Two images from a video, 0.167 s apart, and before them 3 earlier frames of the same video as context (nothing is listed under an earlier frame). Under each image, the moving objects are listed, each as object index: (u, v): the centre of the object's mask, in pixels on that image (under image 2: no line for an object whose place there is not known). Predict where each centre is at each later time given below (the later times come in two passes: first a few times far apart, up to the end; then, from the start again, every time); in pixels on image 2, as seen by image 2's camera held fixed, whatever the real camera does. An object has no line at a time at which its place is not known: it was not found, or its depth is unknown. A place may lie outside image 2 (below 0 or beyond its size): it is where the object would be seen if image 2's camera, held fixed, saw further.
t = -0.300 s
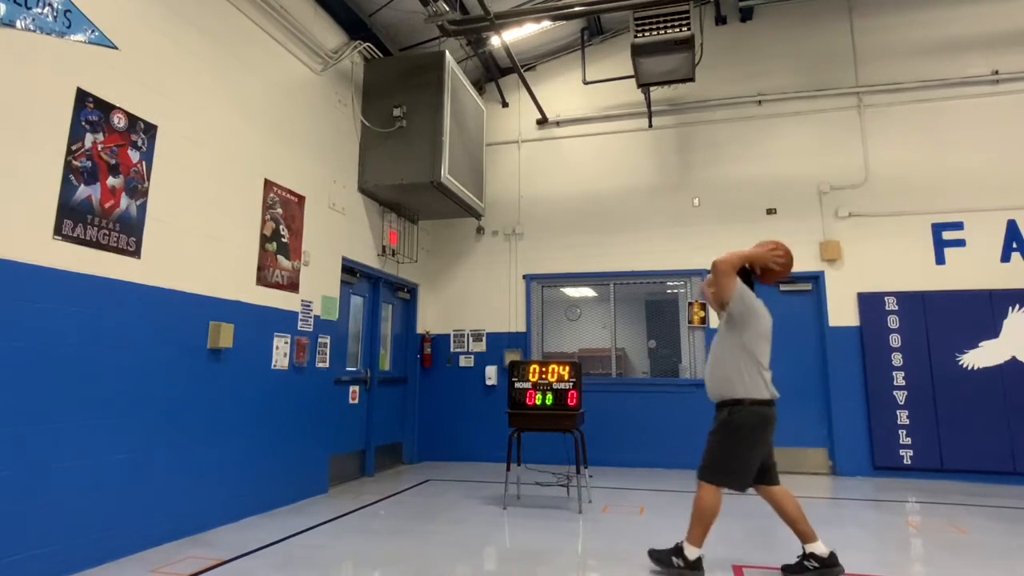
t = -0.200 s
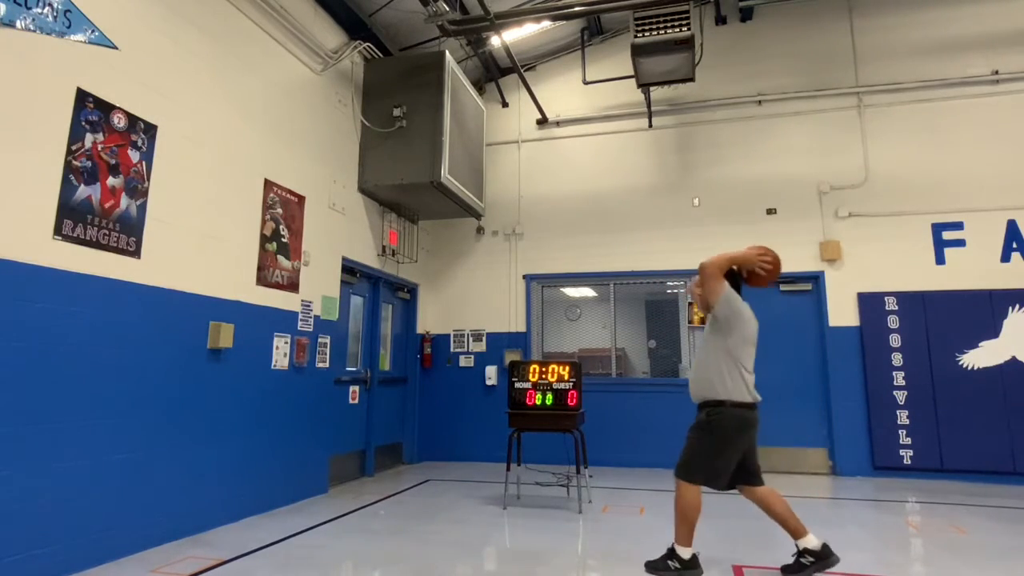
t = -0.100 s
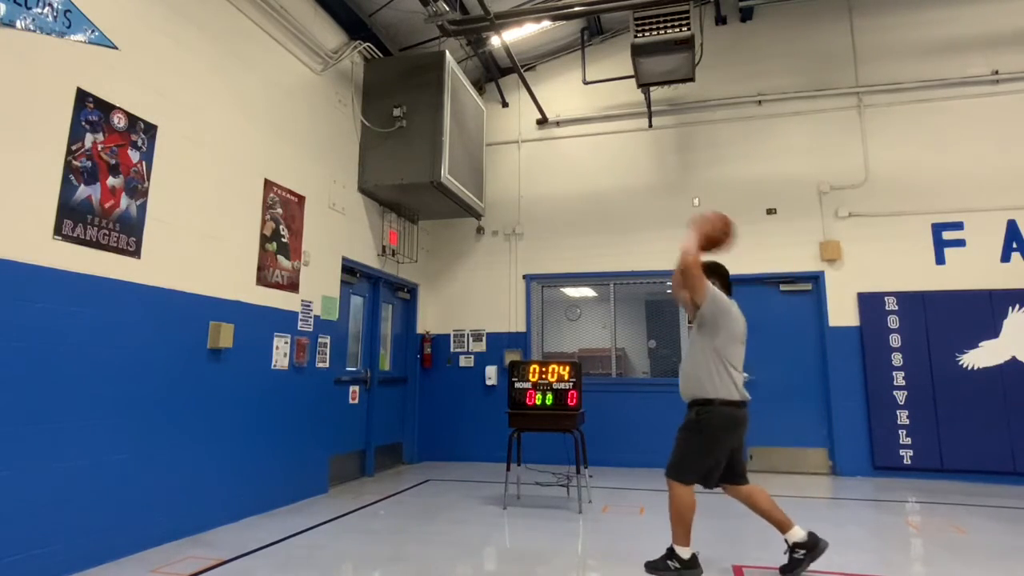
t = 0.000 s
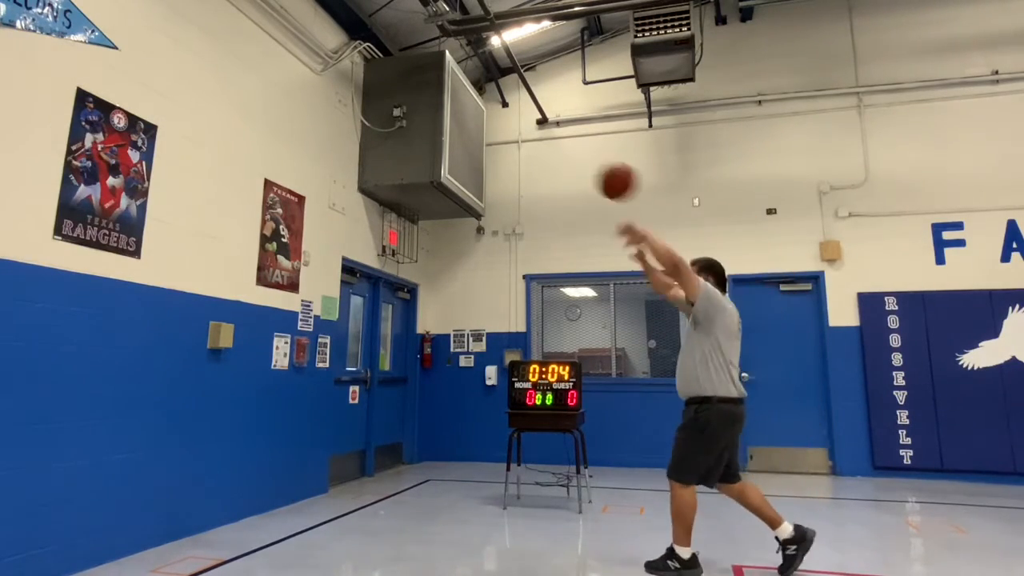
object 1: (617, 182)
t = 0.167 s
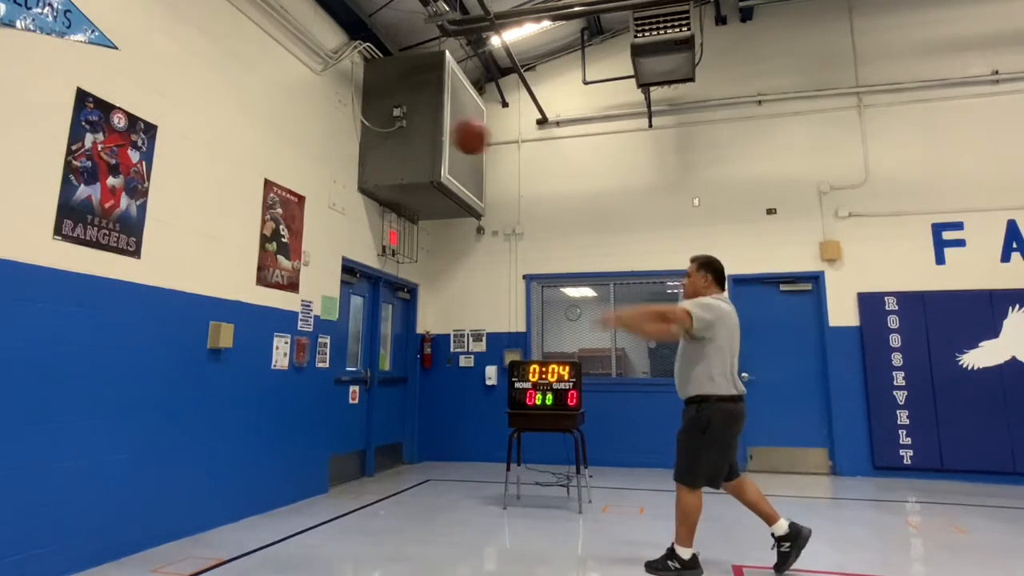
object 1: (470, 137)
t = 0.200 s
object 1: (443, 133)
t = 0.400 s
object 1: (293, 142)
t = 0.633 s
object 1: (310, 183)
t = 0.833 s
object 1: (433, 269)
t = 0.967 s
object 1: (526, 374)
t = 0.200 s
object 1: (443, 133)
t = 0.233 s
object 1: (419, 131)
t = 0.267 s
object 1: (393, 130)
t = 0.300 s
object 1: (367, 130)
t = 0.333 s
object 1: (341, 133)
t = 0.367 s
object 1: (317, 137)
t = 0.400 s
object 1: (293, 142)
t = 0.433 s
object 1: (269, 149)
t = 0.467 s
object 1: (245, 156)
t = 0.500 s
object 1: (237, 163)
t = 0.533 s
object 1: (254, 165)
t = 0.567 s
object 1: (272, 169)
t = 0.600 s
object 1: (291, 175)
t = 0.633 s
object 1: (310, 183)
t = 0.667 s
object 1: (329, 192)
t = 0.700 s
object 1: (349, 203)
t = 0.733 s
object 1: (369, 217)
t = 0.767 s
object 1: (389, 232)
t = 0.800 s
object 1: (412, 250)
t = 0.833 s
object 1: (433, 269)
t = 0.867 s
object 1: (455, 291)
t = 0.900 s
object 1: (478, 314)
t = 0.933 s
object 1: (505, 345)
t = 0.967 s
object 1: (526, 374)
